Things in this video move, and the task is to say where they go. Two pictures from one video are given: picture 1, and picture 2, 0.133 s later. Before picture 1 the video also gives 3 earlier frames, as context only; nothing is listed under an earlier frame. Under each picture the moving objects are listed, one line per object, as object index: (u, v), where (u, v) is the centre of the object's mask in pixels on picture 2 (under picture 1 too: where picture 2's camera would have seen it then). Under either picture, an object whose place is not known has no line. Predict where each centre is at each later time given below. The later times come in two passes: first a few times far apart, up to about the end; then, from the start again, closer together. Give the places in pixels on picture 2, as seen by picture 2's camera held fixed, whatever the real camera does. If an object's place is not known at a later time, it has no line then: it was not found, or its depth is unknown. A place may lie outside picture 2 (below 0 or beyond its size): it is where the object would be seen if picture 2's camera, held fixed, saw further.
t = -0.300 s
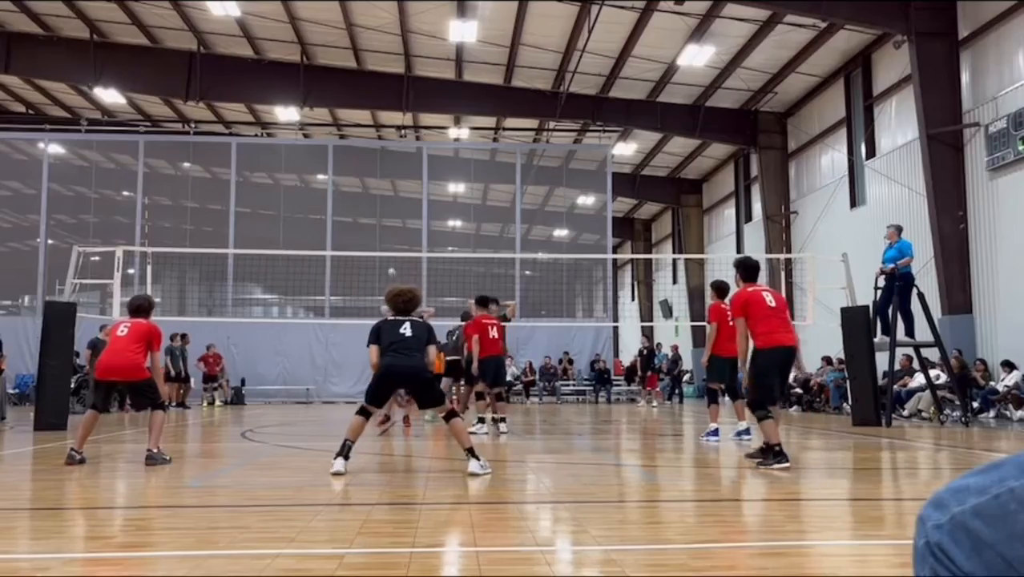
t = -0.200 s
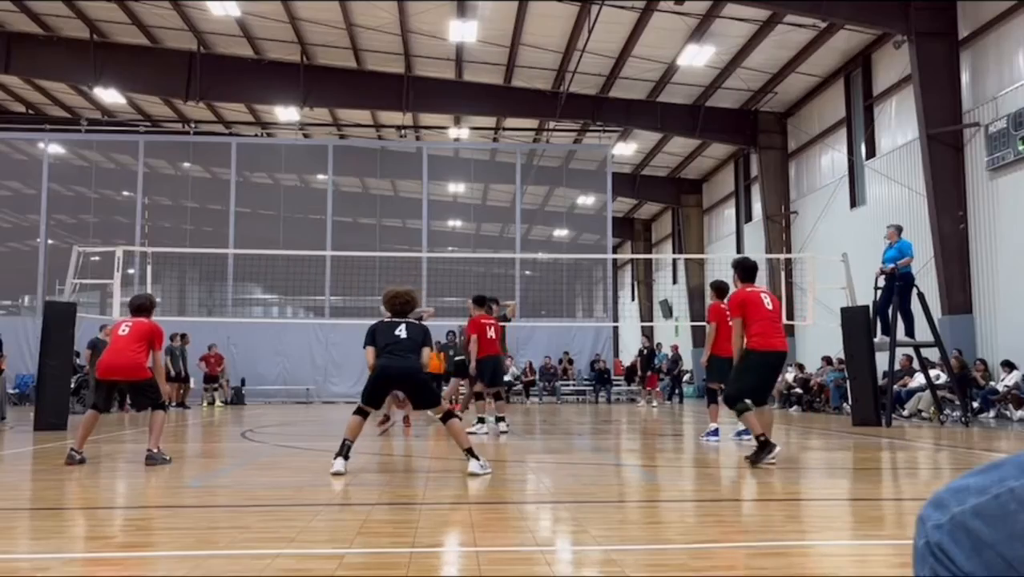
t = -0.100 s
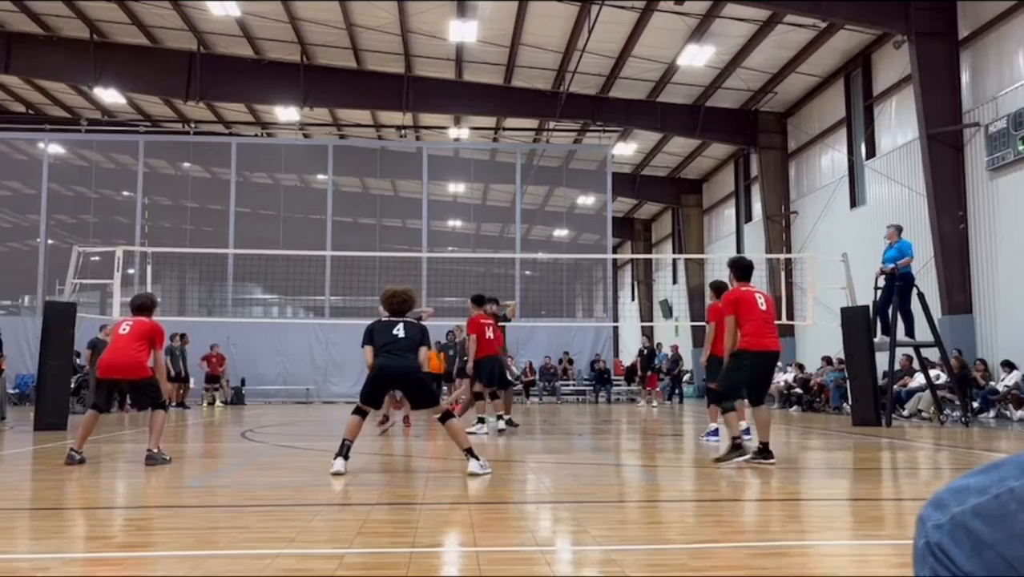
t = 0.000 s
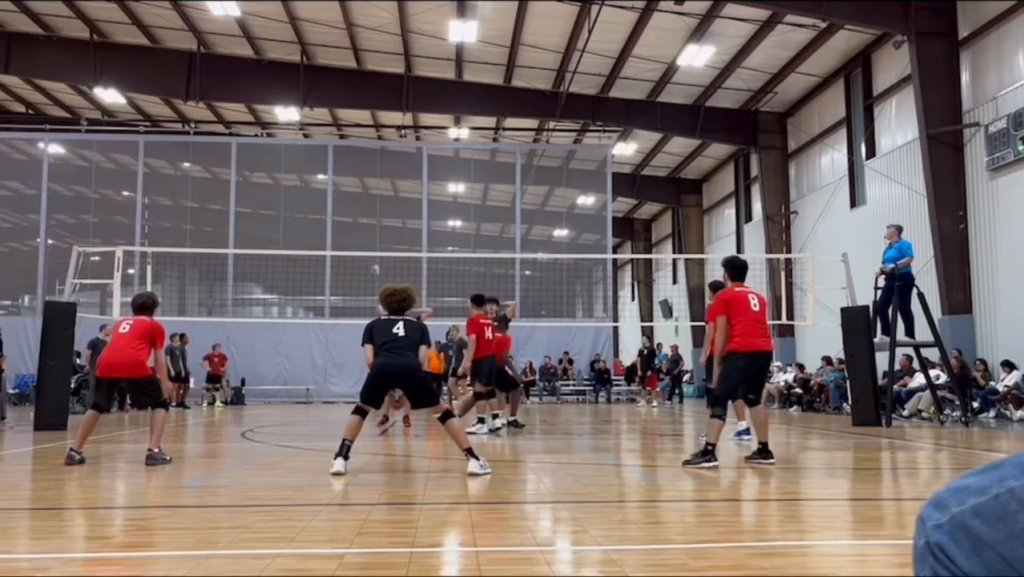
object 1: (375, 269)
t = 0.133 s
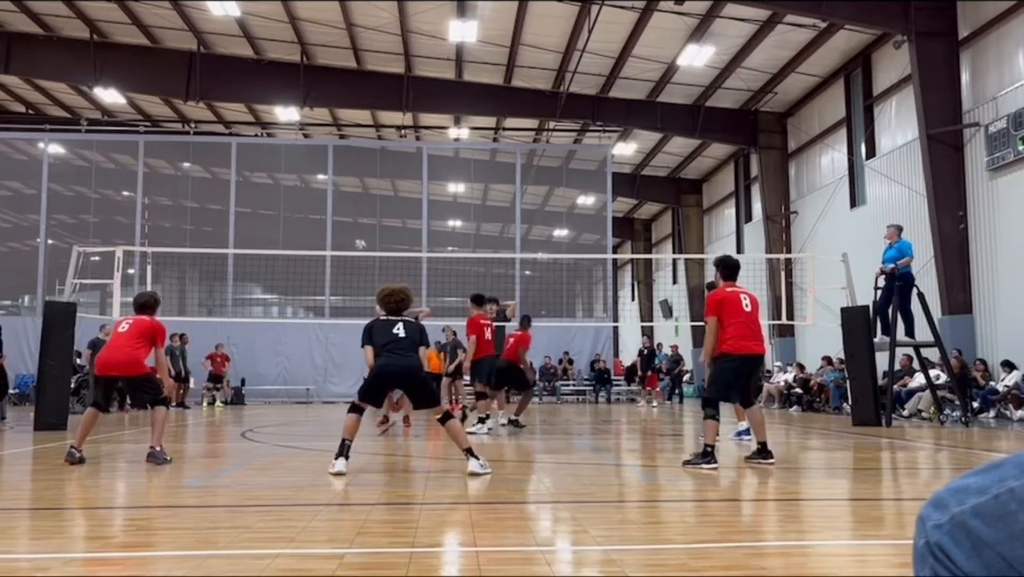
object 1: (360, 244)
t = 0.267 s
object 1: (339, 226)
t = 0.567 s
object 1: (268, 234)
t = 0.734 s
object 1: (197, 294)
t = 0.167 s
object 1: (355, 239)
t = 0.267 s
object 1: (339, 226)
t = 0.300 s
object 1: (334, 223)
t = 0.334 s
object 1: (326, 222)
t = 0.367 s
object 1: (319, 220)
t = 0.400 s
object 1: (314, 220)
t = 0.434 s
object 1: (305, 220)
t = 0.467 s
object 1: (298, 222)
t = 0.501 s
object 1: (288, 224)
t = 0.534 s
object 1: (279, 229)
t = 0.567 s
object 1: (268, 234)
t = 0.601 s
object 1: (257, 241)
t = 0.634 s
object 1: (244, 249)
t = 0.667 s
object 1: (230, 261)
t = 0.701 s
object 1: (213, 277)
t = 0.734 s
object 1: (197, 294)
